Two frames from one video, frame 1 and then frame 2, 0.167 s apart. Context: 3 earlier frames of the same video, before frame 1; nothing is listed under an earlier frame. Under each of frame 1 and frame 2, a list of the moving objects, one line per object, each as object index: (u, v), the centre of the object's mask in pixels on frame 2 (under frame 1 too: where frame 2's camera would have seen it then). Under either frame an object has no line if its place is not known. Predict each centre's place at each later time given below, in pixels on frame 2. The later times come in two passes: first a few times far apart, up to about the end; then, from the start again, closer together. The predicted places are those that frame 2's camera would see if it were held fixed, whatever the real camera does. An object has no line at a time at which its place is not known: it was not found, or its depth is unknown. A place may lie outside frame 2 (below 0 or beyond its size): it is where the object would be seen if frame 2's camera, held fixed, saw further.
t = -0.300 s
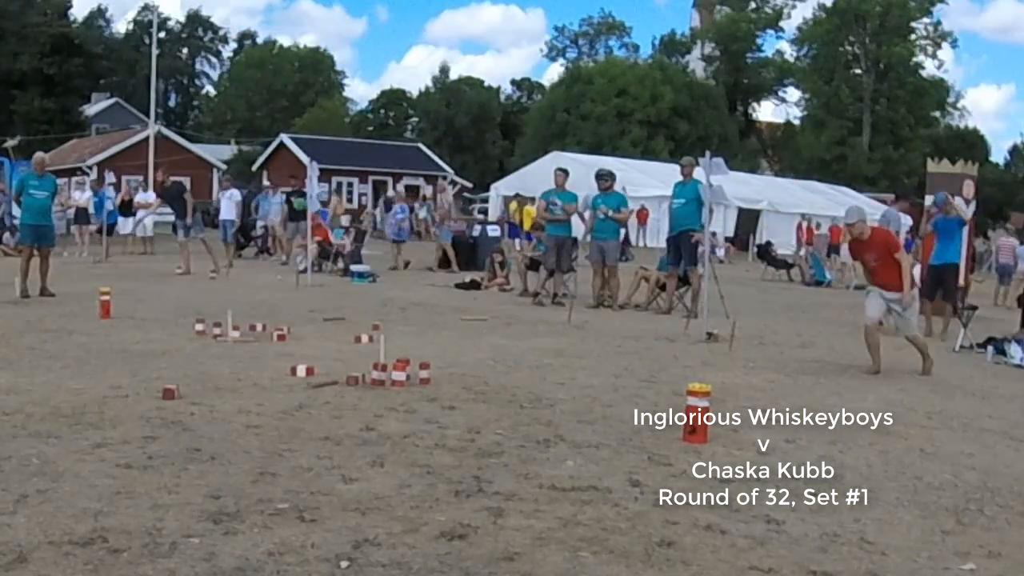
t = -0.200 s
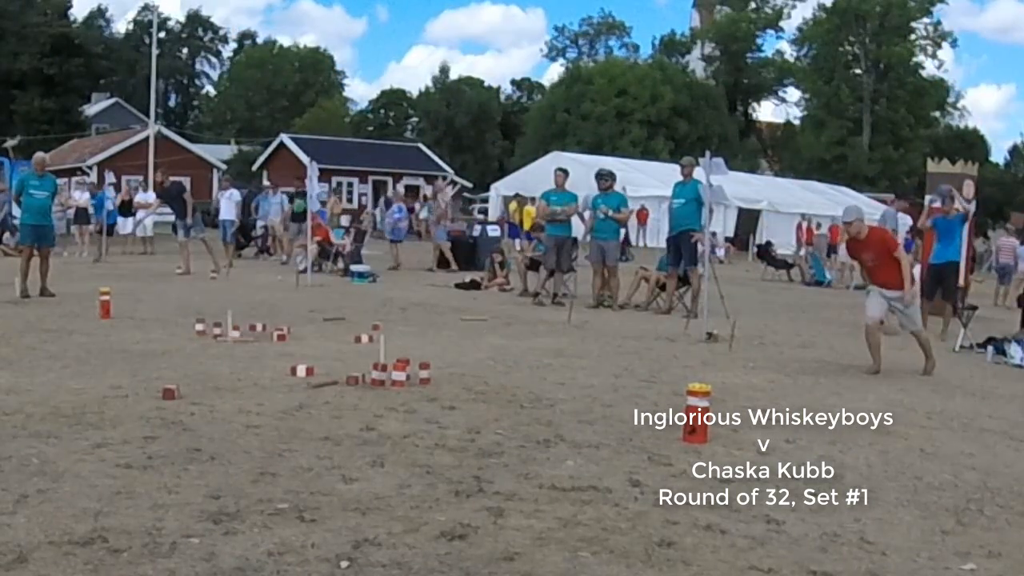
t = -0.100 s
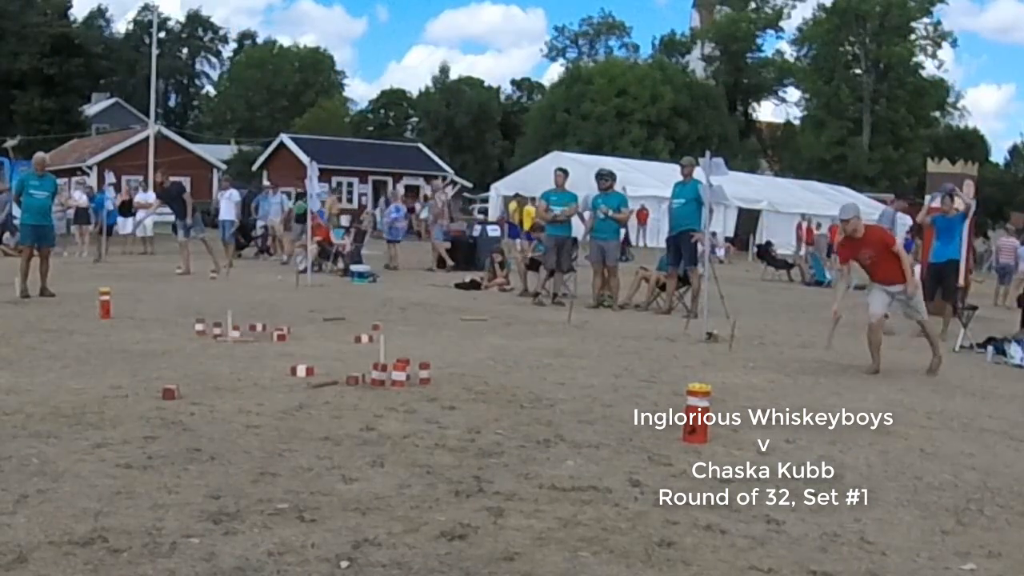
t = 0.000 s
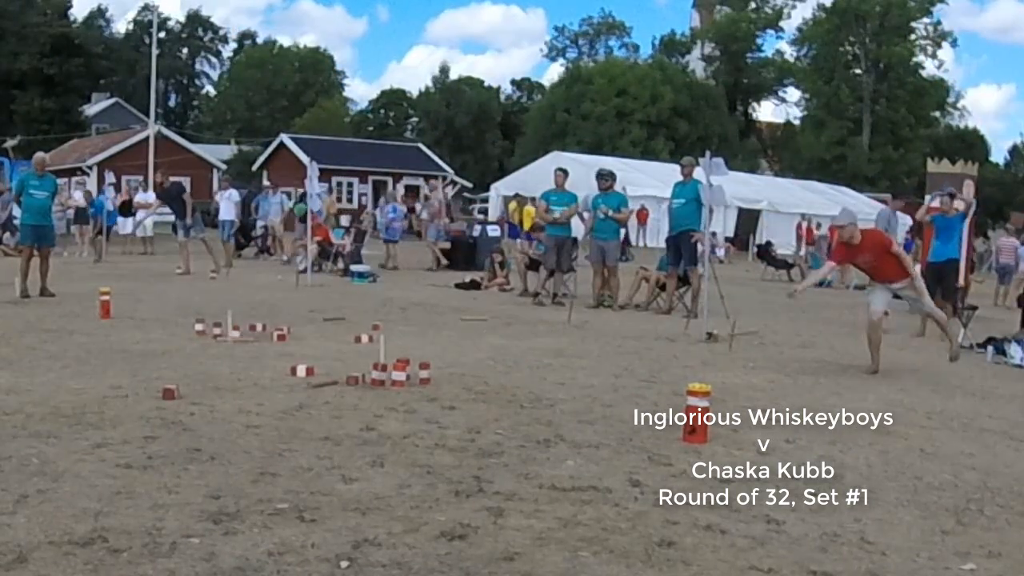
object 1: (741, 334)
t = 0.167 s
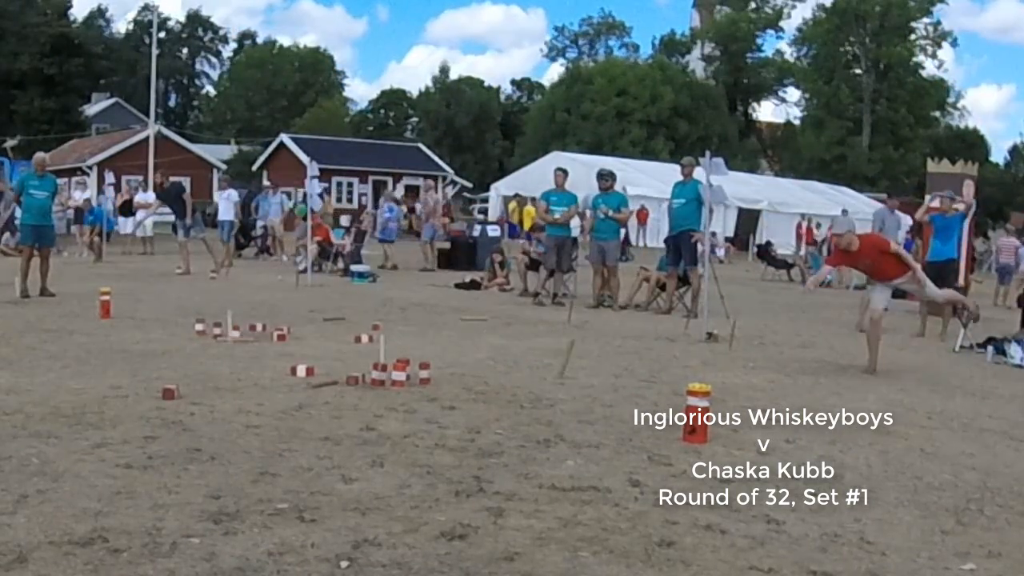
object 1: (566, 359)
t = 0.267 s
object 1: (465, 352)
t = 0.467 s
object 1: (243, 358)
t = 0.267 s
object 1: (465, 352)
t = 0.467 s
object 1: (243, 358)
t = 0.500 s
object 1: (211, 348)
